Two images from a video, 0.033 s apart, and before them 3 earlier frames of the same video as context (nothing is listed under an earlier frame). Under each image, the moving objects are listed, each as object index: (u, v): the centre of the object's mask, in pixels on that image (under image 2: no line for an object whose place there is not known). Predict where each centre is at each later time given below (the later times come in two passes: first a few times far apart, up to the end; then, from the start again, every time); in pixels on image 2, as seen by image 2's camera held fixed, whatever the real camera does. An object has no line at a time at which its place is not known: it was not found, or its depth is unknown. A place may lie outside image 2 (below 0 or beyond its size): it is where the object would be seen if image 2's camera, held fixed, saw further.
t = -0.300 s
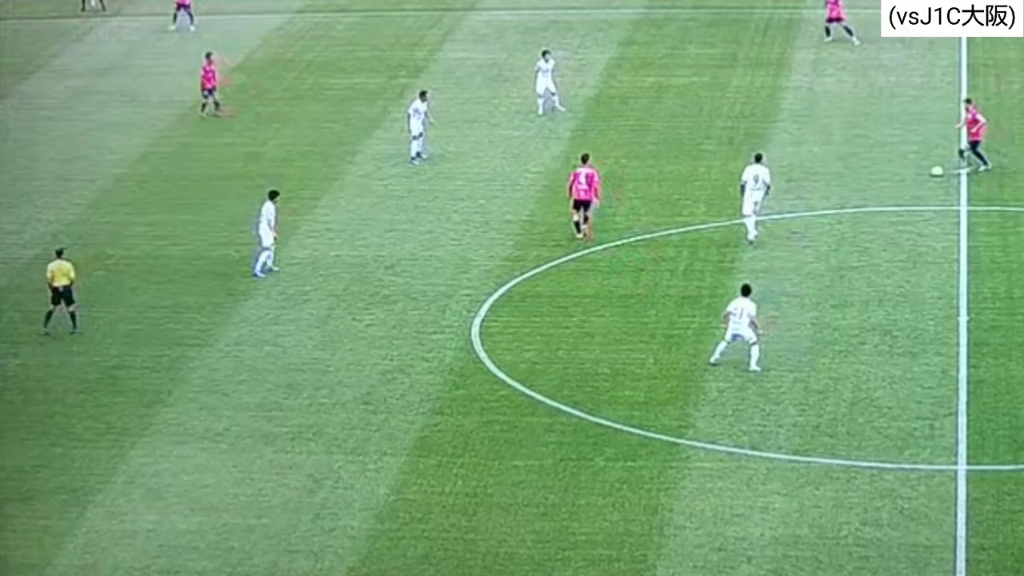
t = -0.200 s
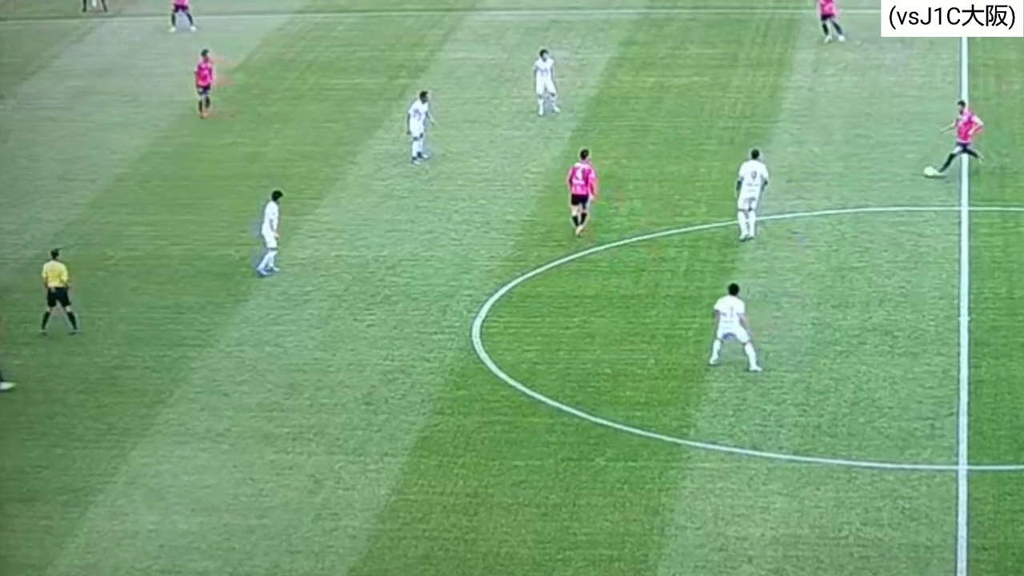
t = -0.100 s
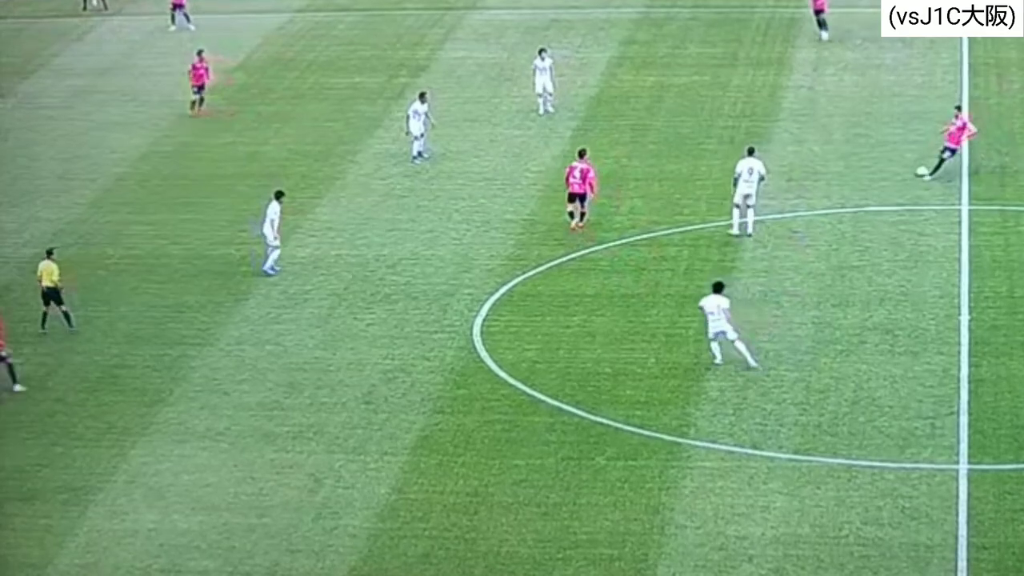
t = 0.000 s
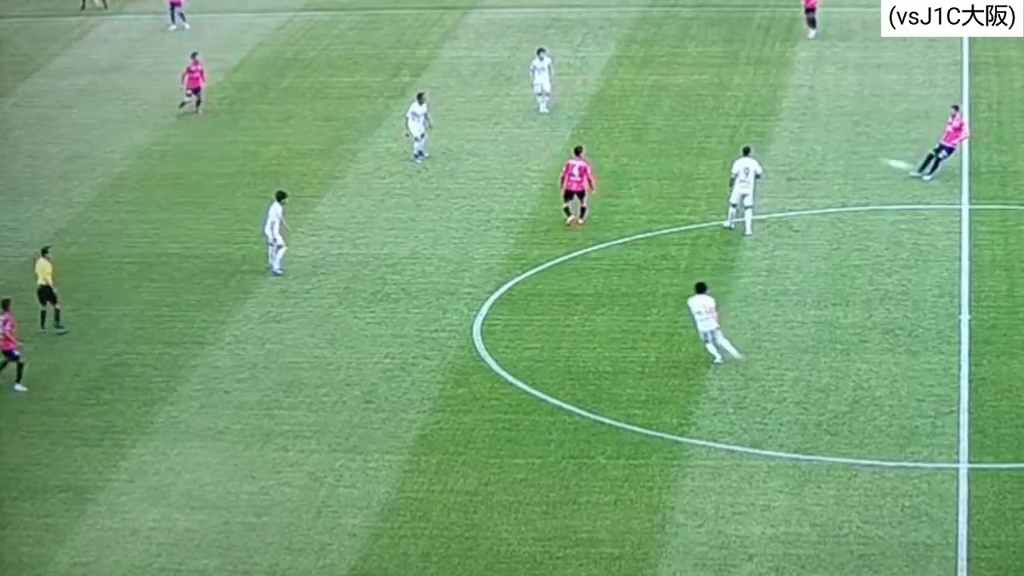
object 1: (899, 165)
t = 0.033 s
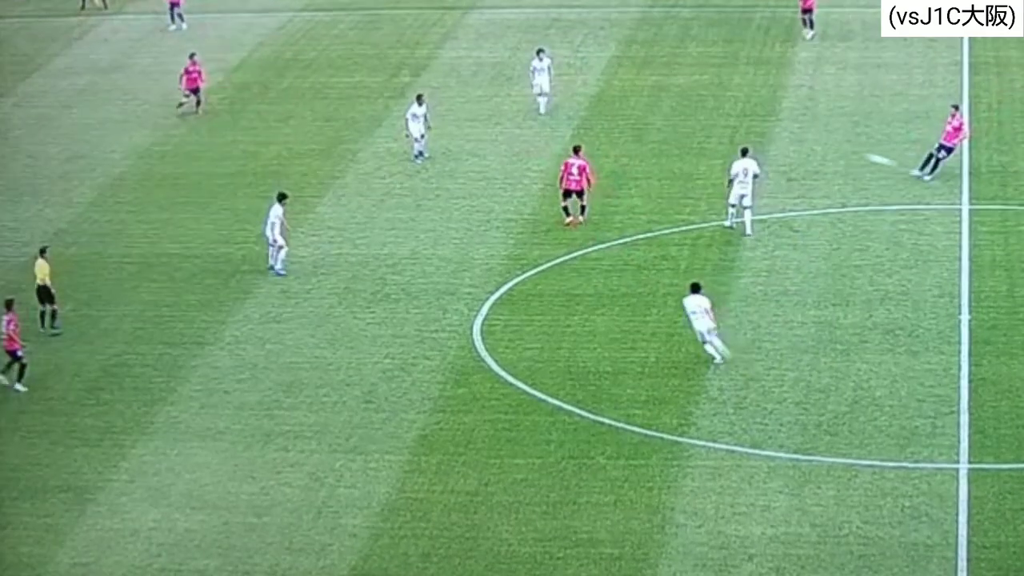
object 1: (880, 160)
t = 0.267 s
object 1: (750, 131)
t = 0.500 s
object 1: (617, 113)
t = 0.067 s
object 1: (864, 156)
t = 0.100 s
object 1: (842, 151)
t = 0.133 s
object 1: (825, 146)
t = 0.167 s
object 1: (810, 143)
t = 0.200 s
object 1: (786, 137)
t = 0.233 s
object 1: (768, 135)
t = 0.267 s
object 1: (750, 131)
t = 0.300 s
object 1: (730, 128)
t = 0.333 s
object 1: (710, 125)
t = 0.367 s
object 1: (692, 122)
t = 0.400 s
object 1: (674, 120)
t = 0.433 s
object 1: (654, 117)
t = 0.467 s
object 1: (637, 115)
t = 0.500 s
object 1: (617, 113)
